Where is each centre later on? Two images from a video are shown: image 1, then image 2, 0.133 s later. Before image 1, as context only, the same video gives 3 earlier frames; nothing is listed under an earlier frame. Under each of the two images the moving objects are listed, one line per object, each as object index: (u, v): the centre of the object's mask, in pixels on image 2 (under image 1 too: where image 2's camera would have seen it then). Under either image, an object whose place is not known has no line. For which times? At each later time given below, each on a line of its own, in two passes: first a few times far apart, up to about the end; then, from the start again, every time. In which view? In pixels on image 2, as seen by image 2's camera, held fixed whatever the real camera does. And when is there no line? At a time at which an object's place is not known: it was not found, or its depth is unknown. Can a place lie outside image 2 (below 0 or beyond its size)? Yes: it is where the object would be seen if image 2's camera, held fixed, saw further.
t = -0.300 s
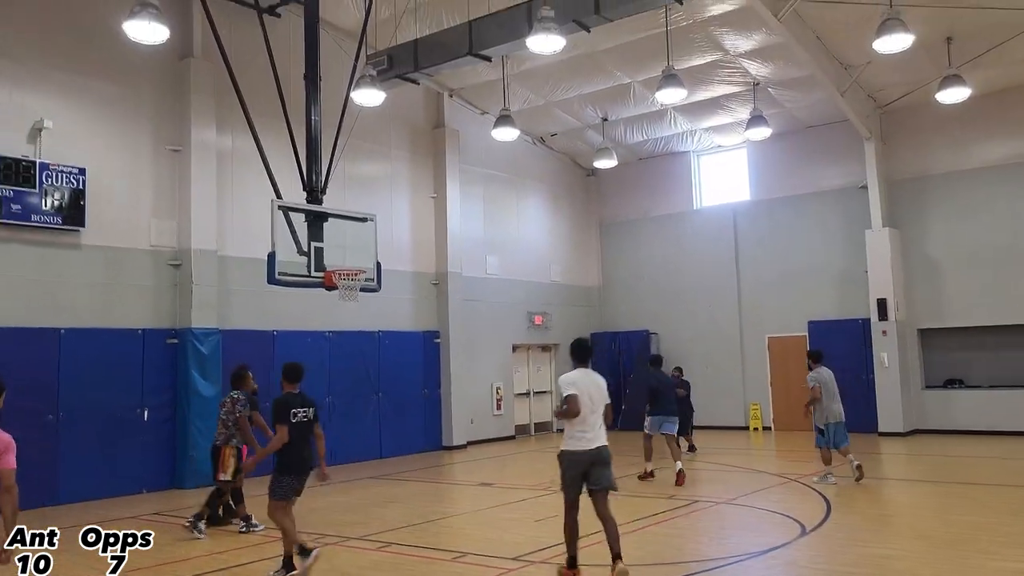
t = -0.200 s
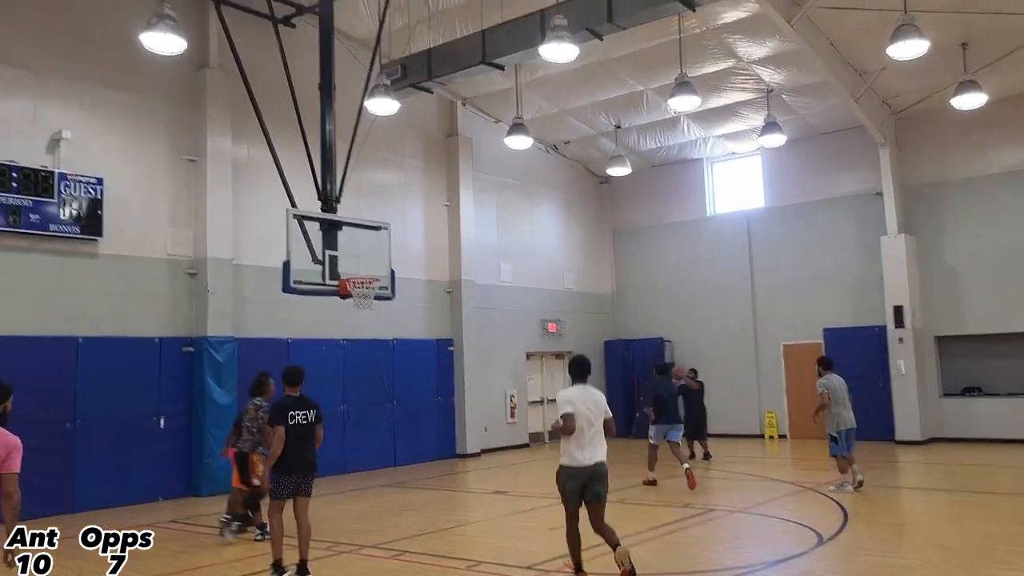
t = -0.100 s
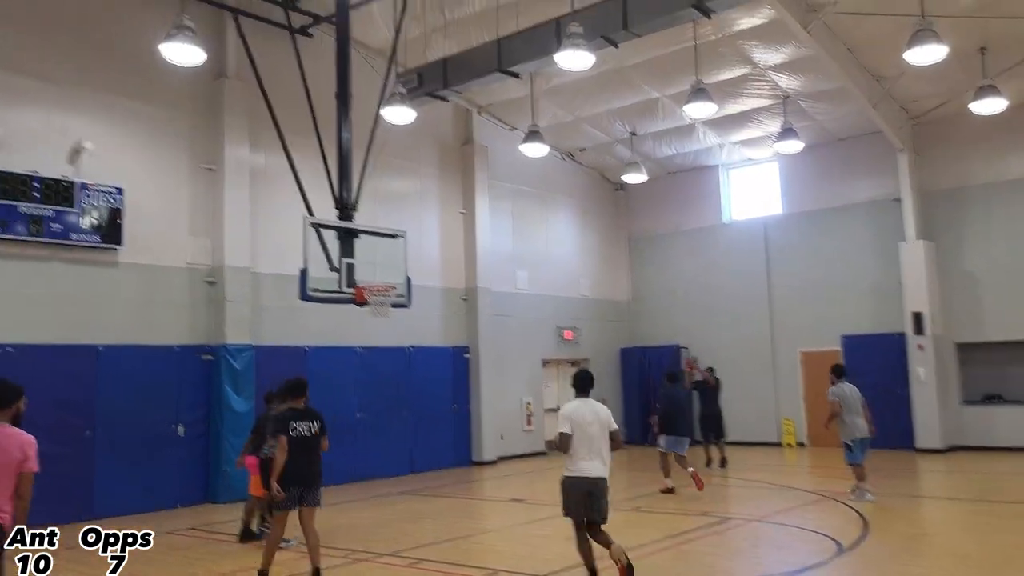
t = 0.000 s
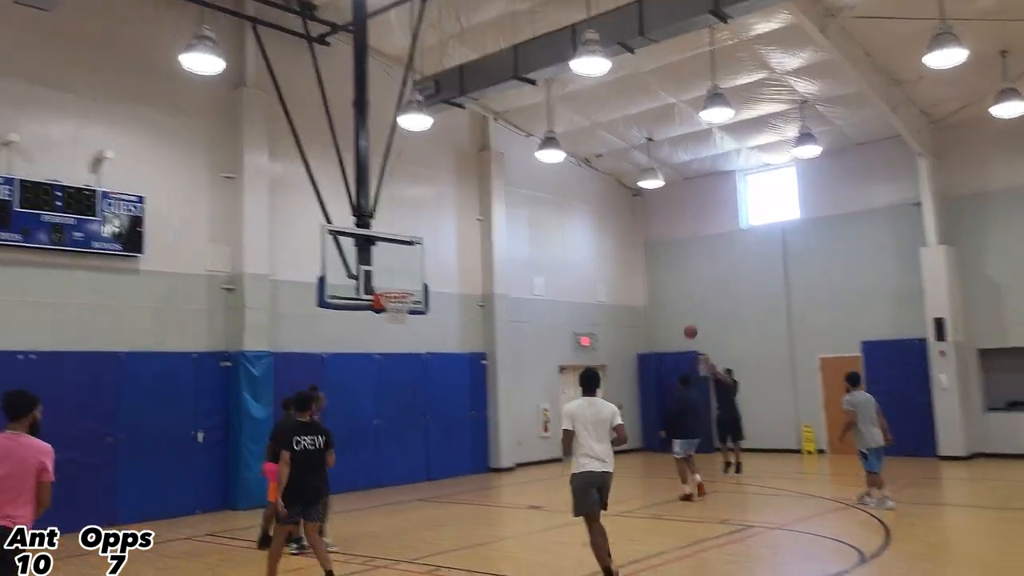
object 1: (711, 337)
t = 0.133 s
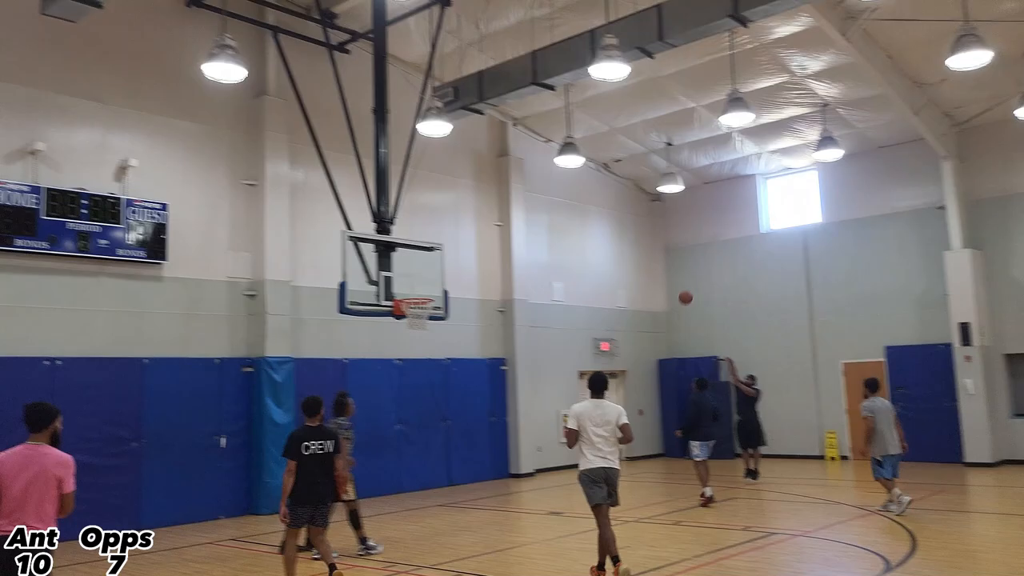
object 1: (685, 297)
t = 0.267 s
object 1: (655, 260)
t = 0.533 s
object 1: (596, 212)
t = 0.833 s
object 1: (525, 206)
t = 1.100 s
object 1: (455, 252)
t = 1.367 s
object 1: (421, 283)
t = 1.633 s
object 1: (472, 259)
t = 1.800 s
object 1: (505, 269)
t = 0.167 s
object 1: (678, 287)
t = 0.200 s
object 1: (671, 278)
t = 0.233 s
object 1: (663, 269)
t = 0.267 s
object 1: (655, 260)
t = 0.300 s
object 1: (648, 252)
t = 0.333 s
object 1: (641, 245)
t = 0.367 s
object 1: (633, 238)
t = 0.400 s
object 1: (626, 232)
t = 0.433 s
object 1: (619, 226)
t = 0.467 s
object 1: (611, 221)
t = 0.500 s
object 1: (604, 216)
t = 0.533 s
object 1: (596, 212)
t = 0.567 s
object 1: (589, 209)
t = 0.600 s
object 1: (581, 207)
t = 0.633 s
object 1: (573, 205)
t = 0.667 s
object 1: (565, 203)
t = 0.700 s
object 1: (557, 203)
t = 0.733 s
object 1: (549, 202)
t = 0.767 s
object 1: (541, 203)
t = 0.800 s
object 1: (533, 204)
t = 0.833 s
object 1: (525, 206)
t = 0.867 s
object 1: (516, 210)
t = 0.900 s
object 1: (508, 214)
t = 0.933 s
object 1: (499, 218)
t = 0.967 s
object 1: (491, 223)
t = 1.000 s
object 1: (482, 228)
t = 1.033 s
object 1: (473, 235)
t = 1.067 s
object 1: (464, 243)
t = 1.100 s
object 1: (455, 252)
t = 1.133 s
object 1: (444, 261)
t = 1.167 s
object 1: (434, 272)
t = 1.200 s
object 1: (424, 283)
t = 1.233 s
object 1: (415, 293)
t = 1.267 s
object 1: (410, 294)
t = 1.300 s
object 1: (409, 294)
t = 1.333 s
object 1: (415, 289)
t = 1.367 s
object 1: (421, 283)
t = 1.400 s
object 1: (428, 277)
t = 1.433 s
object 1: (434, 272)
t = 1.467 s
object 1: (440, 268)
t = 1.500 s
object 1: (446, 265)
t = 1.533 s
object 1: (453, 262)
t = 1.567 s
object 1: (459, 260)
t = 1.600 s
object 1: (466, 259)
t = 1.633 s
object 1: (472, 259)
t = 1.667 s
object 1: (478, 260)
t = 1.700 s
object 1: (485, 261)
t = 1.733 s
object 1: (493, 262)
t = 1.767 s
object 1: (499, 266)
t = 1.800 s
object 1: (505, 269)
